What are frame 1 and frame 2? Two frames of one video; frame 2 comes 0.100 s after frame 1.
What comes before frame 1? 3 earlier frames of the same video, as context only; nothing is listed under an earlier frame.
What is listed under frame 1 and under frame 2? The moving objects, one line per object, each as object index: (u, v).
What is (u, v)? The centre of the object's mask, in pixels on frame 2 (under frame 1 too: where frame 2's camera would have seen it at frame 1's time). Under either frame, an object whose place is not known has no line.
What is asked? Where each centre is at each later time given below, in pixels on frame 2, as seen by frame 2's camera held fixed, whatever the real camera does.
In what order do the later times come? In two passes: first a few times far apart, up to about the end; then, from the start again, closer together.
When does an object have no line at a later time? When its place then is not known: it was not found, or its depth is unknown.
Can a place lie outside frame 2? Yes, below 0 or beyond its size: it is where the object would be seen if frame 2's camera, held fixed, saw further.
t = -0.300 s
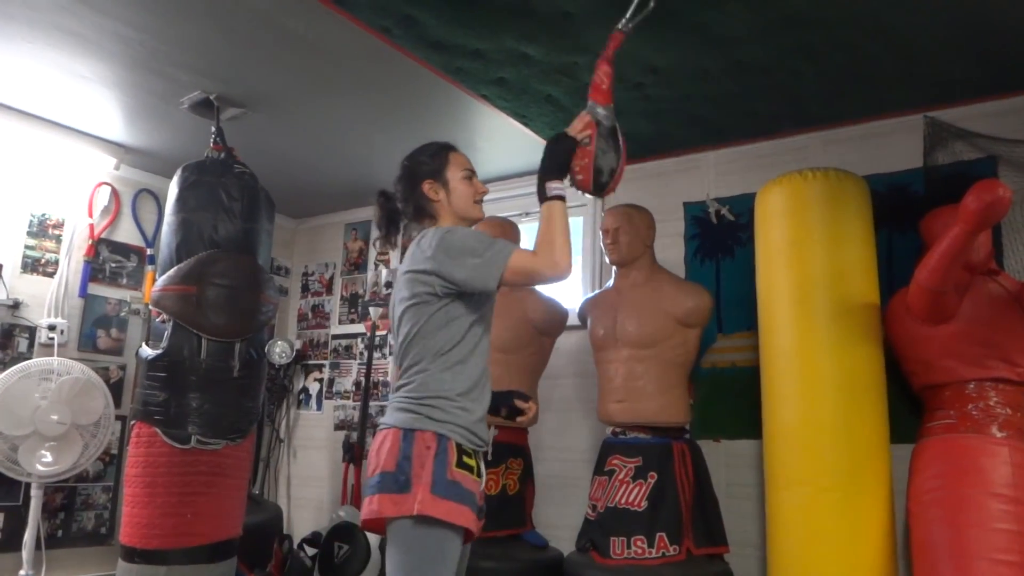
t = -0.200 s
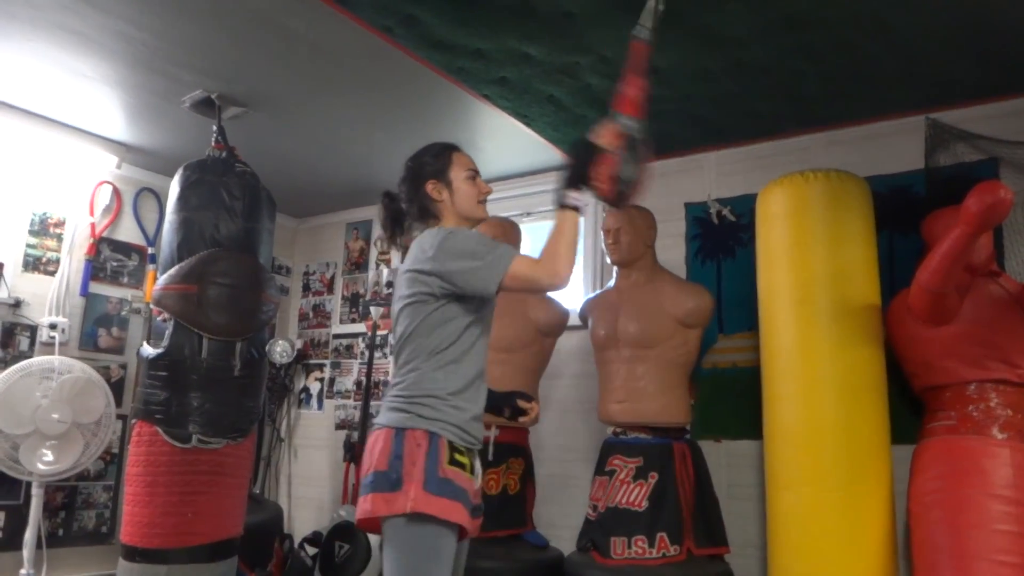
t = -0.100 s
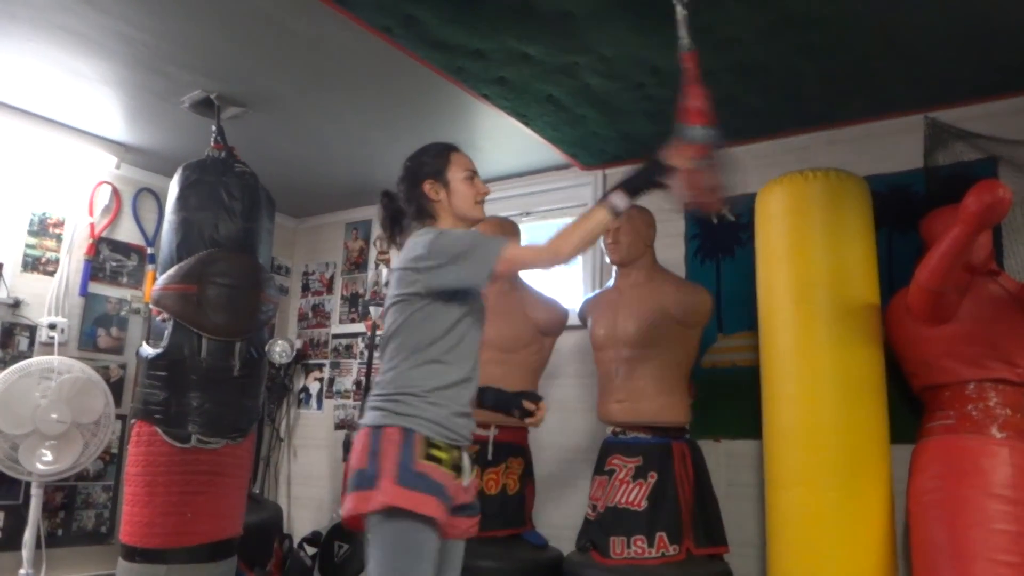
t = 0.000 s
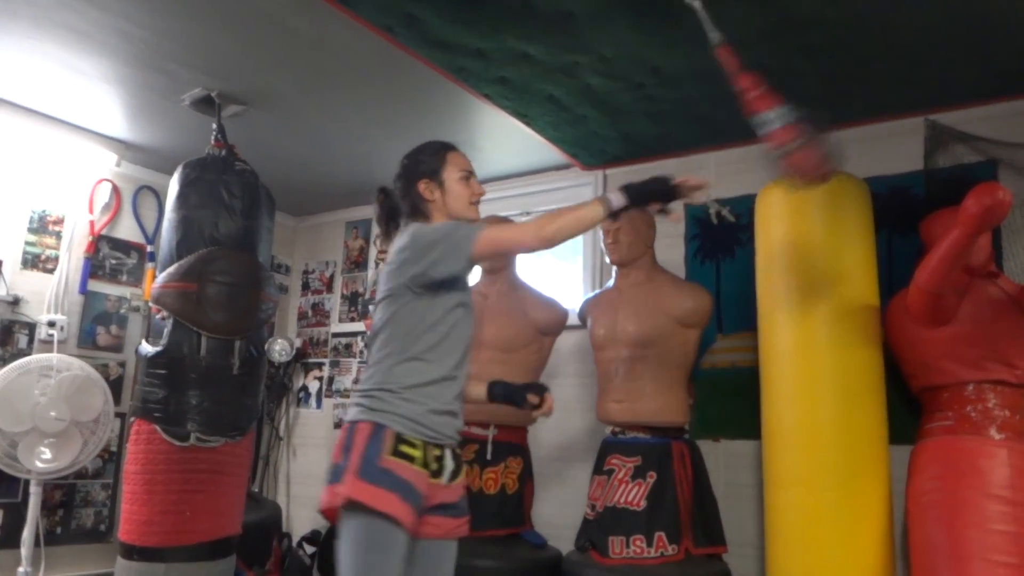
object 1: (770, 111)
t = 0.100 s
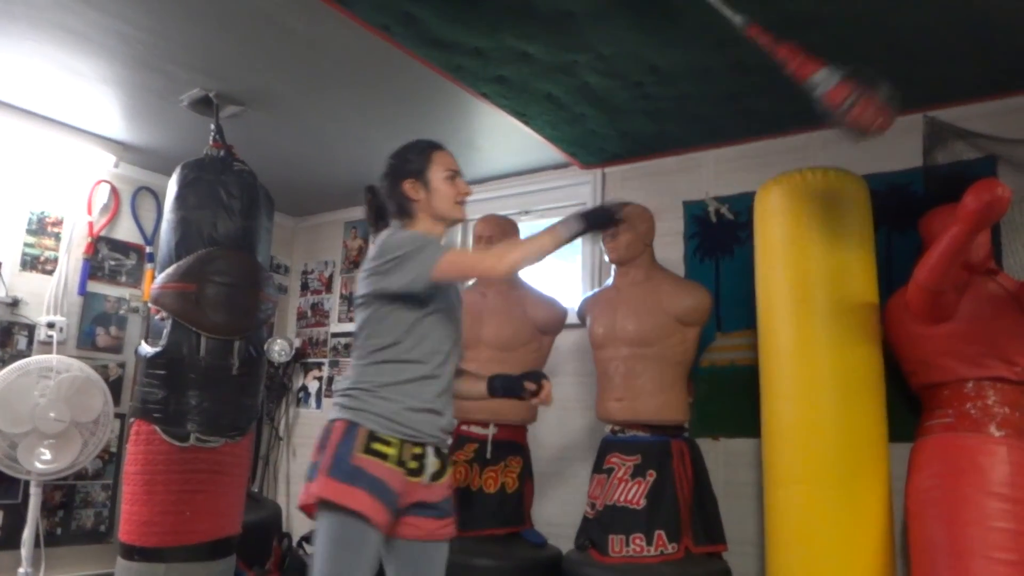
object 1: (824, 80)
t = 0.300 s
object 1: (843, 57)
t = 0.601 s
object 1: (702, 129)
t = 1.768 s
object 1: (798, 59)
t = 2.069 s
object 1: (714, 112)
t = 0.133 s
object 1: (833, 71)
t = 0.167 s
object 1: (844, 64)
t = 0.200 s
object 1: (847, 59)
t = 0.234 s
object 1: (848, 56)
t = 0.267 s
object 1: (847, 55)
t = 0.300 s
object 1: (843, 57)
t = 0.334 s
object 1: (836, 62)
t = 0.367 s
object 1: (828, 69)
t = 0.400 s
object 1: (816, 79)
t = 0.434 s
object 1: (805, 90)
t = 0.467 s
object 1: (790, 102)
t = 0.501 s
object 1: (775, 115)
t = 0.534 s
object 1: (753, 124)
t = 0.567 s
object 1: (728, 129)
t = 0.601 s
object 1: (702, 129)
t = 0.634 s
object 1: (673, 129)
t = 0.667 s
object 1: (645, 122)
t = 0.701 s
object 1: (619, 116)
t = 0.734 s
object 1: (594, 107)
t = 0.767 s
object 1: (574, 99)
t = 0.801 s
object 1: (556, 85)
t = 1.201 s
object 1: (565, 76)
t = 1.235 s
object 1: (580, 88)
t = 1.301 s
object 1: (616, 103)
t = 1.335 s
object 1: (638, 107)
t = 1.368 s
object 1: (664, 112)
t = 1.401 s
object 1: (688, 107)
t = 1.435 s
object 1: (713, 107)
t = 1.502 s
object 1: (755, 95)
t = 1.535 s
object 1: (769, 87)
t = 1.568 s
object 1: (781, 81)
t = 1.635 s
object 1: (797, 70)
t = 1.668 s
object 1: (799, 64)
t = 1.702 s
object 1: (800, 61)
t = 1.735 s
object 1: (800, 59)
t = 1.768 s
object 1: (798, 59)
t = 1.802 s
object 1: (794, 61)
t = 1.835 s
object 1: (791, 66)
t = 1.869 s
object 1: (785, 72)
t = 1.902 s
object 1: (781, 82)
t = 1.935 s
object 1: (775, 92)
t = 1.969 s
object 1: (761, 98)
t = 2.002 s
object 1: (750, 106)
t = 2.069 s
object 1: (714, 112)
